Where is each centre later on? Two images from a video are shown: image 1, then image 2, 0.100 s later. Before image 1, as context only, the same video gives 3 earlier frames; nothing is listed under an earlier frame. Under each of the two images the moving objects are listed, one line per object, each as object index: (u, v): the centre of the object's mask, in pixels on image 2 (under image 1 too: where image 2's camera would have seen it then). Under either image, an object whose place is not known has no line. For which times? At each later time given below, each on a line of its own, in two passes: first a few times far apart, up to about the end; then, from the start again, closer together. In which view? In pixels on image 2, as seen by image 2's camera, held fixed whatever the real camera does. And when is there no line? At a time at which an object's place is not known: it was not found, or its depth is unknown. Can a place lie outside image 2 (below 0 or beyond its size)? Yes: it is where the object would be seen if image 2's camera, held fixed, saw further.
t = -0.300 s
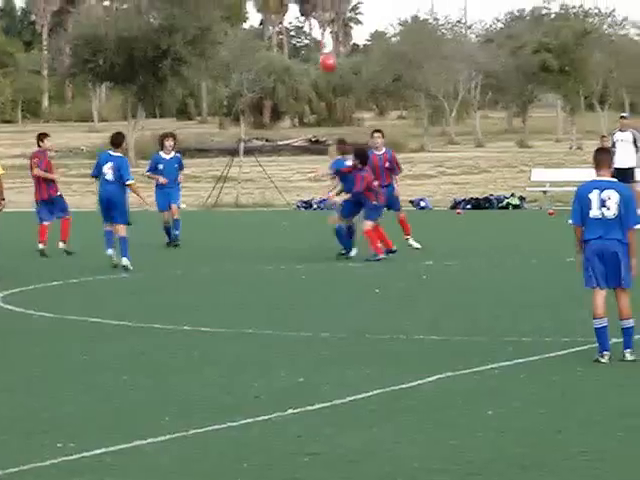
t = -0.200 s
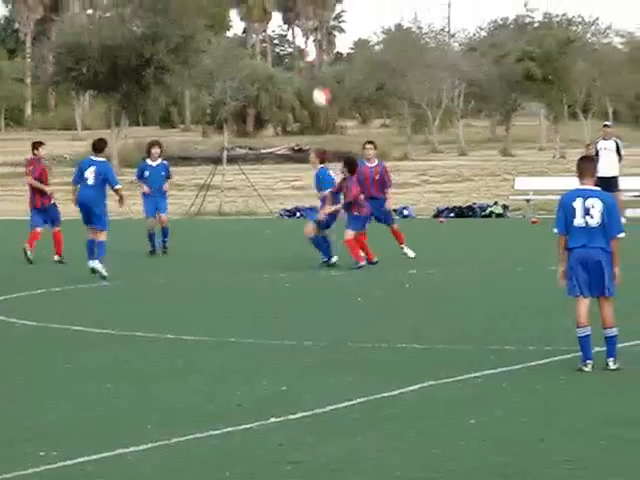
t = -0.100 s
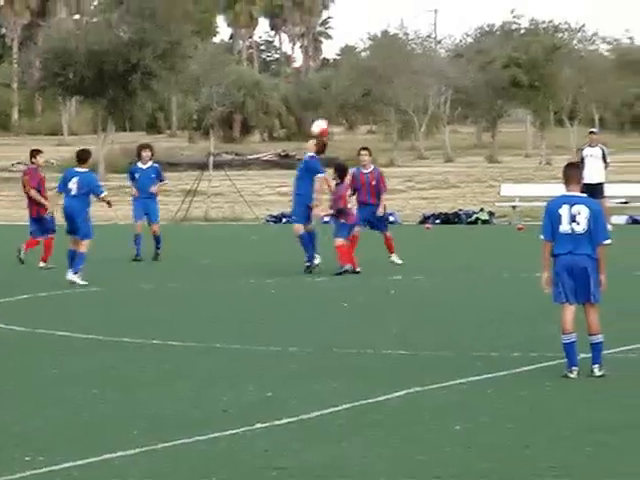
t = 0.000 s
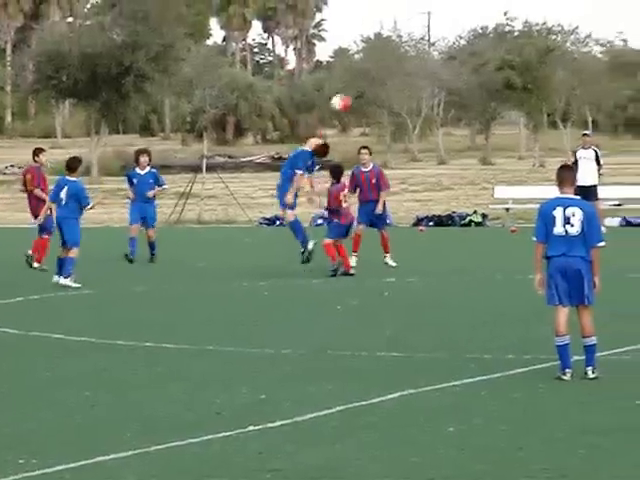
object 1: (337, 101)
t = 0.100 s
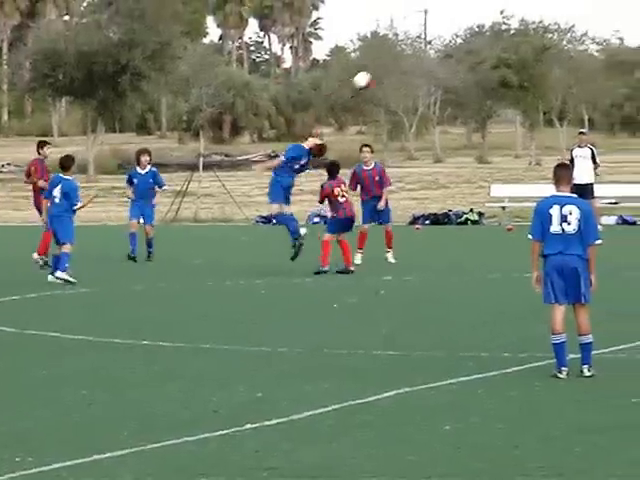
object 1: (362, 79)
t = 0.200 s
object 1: (387, 68)
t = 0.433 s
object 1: (446, 70)
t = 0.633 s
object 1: (492, 103)
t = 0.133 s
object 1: (371, 75)
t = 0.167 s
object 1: (379, 71)
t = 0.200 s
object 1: (387, 68)
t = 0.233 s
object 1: (396, 65)
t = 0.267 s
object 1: (404, 64)
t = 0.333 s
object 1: (420, 63)
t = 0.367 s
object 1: (428, 65)
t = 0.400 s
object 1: (437, 67)
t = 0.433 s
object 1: (446, 70)
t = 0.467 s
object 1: (453, 73)
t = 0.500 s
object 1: (461, 77)
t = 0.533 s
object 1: (469, 83)
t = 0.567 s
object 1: (476, 88)
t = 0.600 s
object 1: (484, 96)
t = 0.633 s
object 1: (492, 103)
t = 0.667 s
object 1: (500, 112)
